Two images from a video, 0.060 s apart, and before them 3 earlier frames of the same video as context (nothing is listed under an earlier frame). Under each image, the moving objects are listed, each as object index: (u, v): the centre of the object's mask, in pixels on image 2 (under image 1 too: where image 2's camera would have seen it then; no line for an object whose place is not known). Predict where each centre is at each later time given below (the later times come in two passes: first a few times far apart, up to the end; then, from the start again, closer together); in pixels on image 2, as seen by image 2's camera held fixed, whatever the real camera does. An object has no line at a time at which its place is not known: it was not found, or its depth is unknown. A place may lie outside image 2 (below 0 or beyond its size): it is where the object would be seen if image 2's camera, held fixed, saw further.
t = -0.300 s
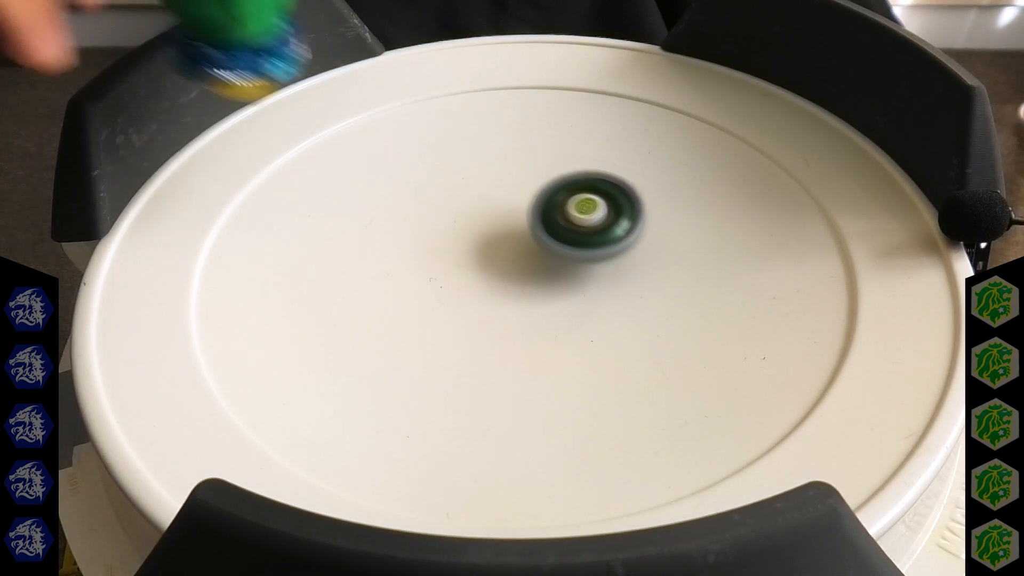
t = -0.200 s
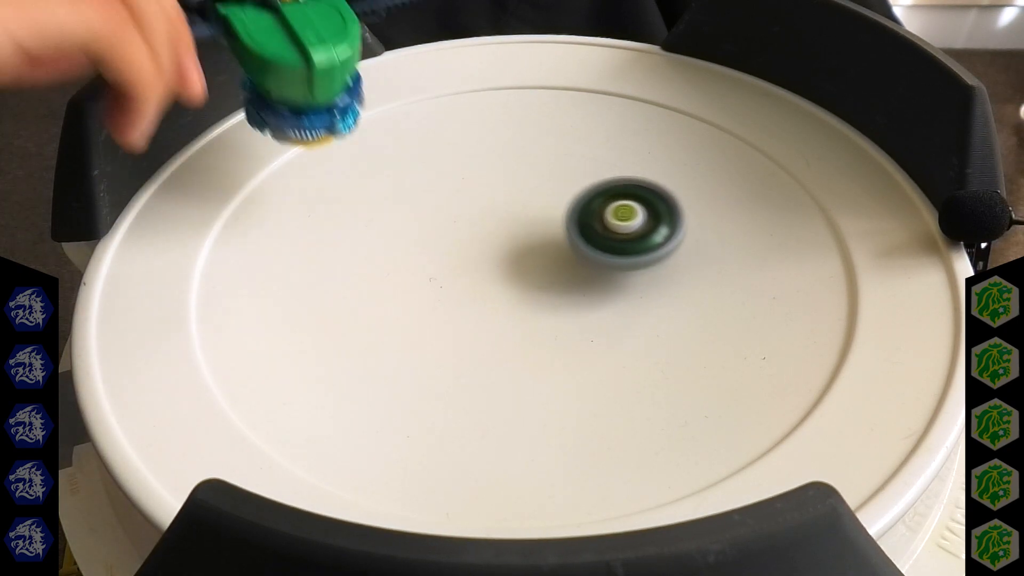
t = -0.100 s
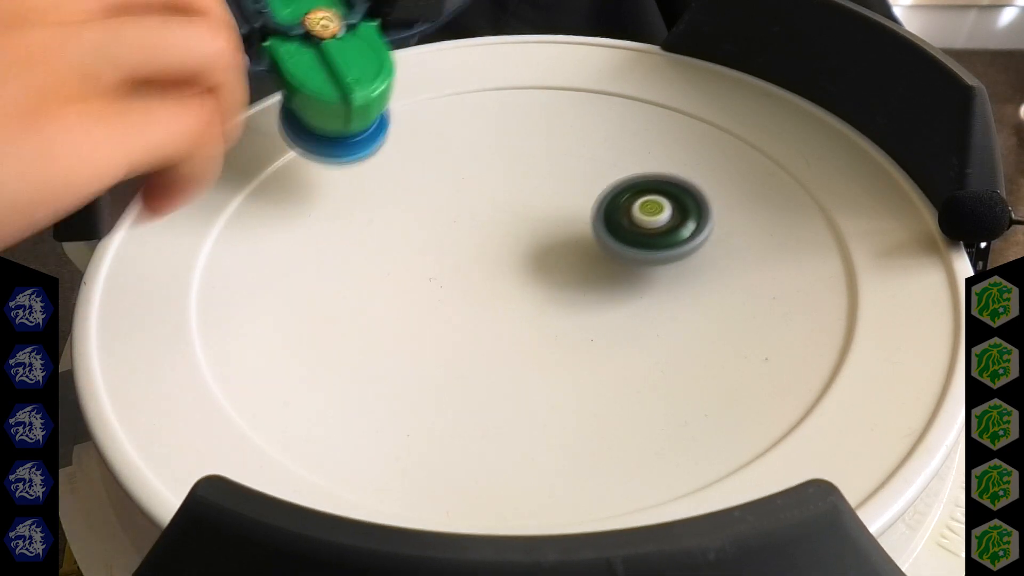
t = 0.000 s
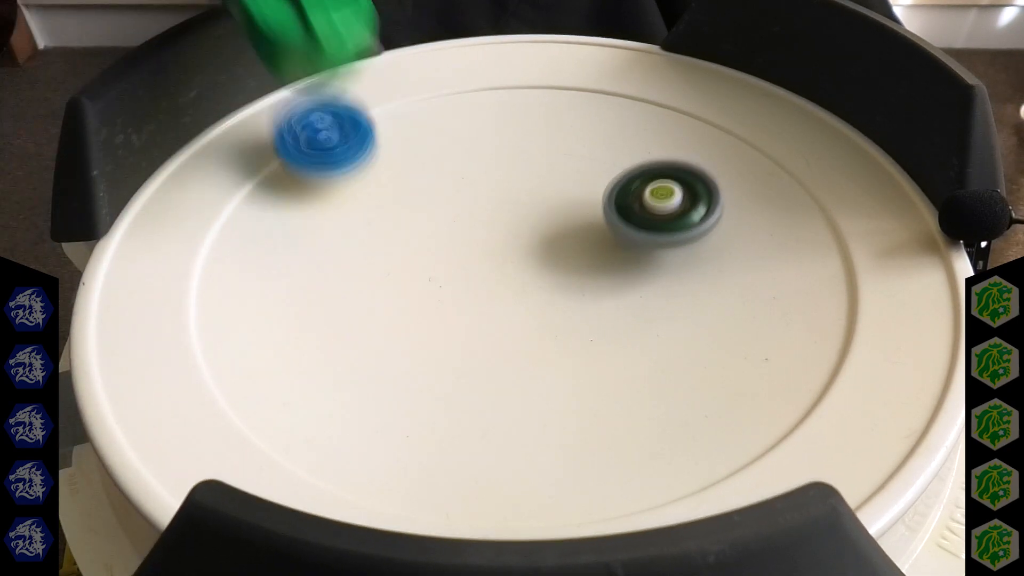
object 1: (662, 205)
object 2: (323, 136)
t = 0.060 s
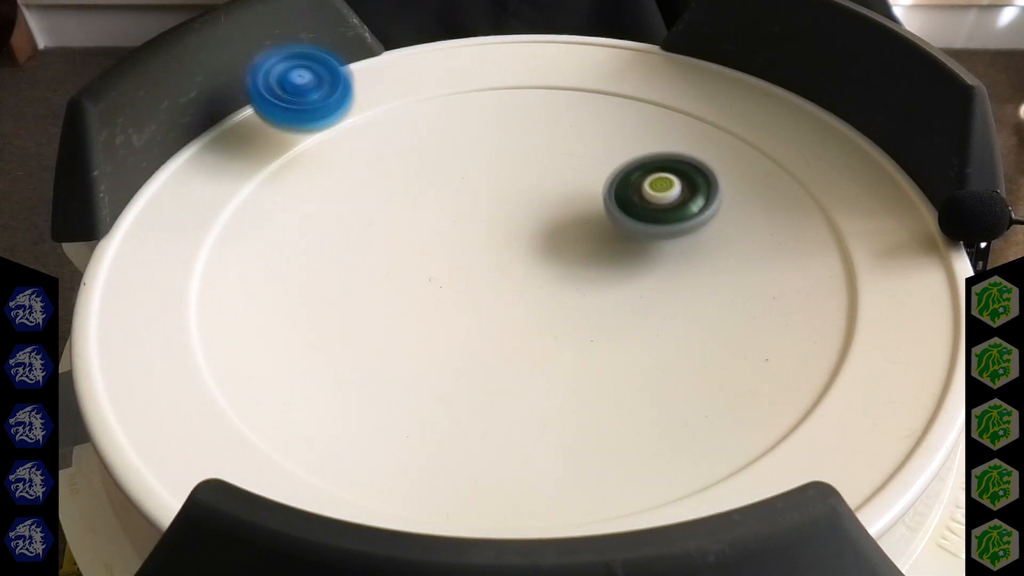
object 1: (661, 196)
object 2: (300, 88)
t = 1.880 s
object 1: (394, 291)
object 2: (683, 369)
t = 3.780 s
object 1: (465, 153)
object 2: (662, 235)
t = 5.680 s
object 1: (566, 224)
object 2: (764, 221)
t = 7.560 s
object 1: (422, 273)
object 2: (709, 164)
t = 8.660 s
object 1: (565, 206)
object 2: (719, 106)
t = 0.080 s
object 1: (659, 193)
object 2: (295, 87)
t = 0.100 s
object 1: (656, 190)
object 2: (292, 94)
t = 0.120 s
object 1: (653, 187)
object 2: (286, 96)
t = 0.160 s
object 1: (645, 183)
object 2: (275, 91)
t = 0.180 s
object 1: (640, 183)
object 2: (273, 94)
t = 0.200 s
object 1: (634, 183)
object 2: (281, 96)
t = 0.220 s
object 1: (627, 185)
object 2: (293, 109)
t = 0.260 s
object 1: (612, 191)
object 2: (329, 140)
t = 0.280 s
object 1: (603, 196)
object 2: (347, 152)
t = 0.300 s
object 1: (595, 200)
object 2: (366, 164)
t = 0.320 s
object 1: (588, 205)
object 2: (384, 177)
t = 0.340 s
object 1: (580, 211)
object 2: (402, 190)
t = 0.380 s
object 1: (567, 222)
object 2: (437, 218)
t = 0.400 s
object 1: (568, 227)
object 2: (444, 232)
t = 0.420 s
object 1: (583, 233)
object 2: (434, 245)
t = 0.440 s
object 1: (596, 239)
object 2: (421, 258)
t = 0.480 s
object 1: (618, 249)
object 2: (392, 284)
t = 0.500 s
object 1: (628, 253)
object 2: (377, 297)
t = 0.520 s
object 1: (636, 257)
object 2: (359, 308)
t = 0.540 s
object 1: (644, 259)
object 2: (341, 319)
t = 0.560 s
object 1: (650, 261)
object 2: (323, 329)
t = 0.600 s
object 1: (660, 262)
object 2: (285, 343)
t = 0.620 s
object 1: (664, 261)
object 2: (268, 348)
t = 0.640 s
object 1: (668, 260)
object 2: (251, 351)
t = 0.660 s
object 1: (672, 258)
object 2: (236, 353)
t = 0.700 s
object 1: (676, 254)
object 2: (228, 349)
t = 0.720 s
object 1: (678, 251)
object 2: (235, 345)
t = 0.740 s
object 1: (679, 248)
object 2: (244, 340)
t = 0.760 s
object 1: (678, 244)
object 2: (254, 335)
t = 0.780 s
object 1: (677, 241)
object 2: (265, 328)
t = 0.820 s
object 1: (672, 235)
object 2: (290, 314)
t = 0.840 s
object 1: (668, 233)
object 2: (303, 307)
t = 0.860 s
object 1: (662, 231)
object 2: (317, 299)
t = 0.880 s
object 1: (655, 230)
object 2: (331, 292)
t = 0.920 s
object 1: (637, 230)
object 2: (359, 278)
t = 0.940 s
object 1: (627, 231)
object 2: (373, 272)
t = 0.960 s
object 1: (615, 233)
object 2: (388, 266)
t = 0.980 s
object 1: (604, 236)
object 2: (401, 261)
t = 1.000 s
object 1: (593, 239)
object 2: (416, 256)
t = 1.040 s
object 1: (570, 247)
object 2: (444, 250)
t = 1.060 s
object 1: (599, 243)
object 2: (411, 243)
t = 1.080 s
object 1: (655, 242)
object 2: (345, 235)
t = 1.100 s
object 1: (716, 236)
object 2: (285, 224)
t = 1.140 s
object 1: (818, 221)
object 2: (197, 188)
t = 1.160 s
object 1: (855, 209)
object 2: (179, 166)
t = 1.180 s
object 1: (867, 191)
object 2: (164, 153)
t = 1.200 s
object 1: (876, 180)
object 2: (151, 149)
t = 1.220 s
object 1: (881, 178)
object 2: (150, 151)
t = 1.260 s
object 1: (883, 188)
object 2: (179, 182)
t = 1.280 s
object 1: (881, 175)
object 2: (197, 197)
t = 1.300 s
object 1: (876, 169)
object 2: (211, 192)
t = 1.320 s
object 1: (869, 170)
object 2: (227, 195)
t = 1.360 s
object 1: (853, 158)
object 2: (267, 228)
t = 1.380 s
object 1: (842, 154)
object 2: (288, 236)
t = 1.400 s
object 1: (831, 150)
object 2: (310, 237)
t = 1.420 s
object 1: (818, 145)
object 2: (333, 246)
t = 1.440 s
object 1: (806, 142)
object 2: (357, 258)
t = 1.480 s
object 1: (770, 142)
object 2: (407, 271)
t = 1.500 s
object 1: (752, 141)
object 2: (432, 276)
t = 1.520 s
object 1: (731, 140)
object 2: (457, 282)
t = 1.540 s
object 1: (710, 140)
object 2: (483, 289)
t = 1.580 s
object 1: (665, 145)
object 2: (531, 299)
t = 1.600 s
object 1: (644, 149)
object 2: (553, 305)
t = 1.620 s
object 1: (620, 154)
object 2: (575, 311)
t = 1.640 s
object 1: (599, 160)
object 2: (596, 316)
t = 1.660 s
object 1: (578, 168)
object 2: (615, 320)
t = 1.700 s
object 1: (536, 184)
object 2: (649, 330)
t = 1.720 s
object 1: (515, 193)
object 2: (662, 335)
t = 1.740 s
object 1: (496, 203)
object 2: (673, 340)
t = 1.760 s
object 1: (476, 214)
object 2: (683, 345)
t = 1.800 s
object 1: (443, 238)
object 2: (693, 354)
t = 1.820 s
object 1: (429, 250)
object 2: (694, 358)
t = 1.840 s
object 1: (416, 262)
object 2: (693, 362)
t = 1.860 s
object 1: (404, 276)
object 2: (689, 366)
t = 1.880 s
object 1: (394, 291)
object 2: (683, 369)
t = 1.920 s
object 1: (382, 321)
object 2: (664, 375)
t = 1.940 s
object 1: (379, 337)
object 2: (651, 378)
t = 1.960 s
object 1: (378, 354)
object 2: (637, 380)
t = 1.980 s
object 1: (380, 370)
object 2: (621, 380)
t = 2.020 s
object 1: (393, 398)
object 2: (587, 379)
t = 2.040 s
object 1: (406, 413)
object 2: (569, 378)
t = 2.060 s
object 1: (416, 426)
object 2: (556, 374)
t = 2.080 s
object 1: (363, 450)
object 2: (590, 354)
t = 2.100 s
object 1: (329, 448)
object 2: (629, 330)
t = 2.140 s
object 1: (292, 428)
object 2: (694, 280)
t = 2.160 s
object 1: (298, 416)
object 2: (721, 258)
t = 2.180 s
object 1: (305, 412)
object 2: (741, 237)
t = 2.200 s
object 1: (315, 407)
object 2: (762, 216)
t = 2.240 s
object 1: (340, 364)
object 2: (792, 172)
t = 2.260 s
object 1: (354, 356)
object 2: (801, 152)
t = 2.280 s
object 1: (368, 344)
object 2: (806, 139)
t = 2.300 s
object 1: (383, 327)
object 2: (802, 124)
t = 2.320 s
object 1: (396, 315)
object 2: (799, 113)
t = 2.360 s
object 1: (423, 285)
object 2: (762, 115)
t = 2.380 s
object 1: (434, 273)
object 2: (736, 123)
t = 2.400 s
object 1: (448, 257)
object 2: (708, 127)
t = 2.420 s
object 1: (460, 246)
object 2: (678, 137)
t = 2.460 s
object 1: (480, 224)
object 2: (615, 157)
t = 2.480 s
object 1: (490, 213)
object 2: (583, 168)
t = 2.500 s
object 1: (477, 206)
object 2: (572, 164)
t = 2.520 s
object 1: (454, 208)
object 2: (581, 145)
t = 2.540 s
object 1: (432, 214)
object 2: (586, 138)
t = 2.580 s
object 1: (388, 219)
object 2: (593, 144)
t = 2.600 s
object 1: (369, 222)
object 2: (596, 140)
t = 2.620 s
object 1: (349, 225)
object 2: (600, 135)
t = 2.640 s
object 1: (331, 227)
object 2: (602, 138)
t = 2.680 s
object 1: (296, 233)
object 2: (606, 138)
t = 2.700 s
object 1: (281, 237)
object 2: (607, 144)
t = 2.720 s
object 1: (265, 241)
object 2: (608, 144)
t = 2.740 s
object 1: (252, 245)
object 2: (608, 150)
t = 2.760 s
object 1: (241, 249)
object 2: (609, 160)
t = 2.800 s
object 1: (222, 260)
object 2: (607, 165)
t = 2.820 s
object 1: (216, 267)
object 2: (604, 180)
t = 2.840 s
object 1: (210, 274)
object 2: (602, 199)
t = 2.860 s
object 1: (207, 281)
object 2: (599, 207)
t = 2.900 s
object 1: (205, 294)
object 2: (591, 228)
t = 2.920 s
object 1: (205, 302)
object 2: (587, 240)
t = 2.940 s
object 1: (209, 308)
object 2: (583, 251)
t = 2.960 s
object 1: (213, 314)
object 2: (581, 257)
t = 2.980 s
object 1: (219, 320)
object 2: (577, 268)
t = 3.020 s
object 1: (236, 331)
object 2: (569, 287)
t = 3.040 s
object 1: (248, 336)
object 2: (566, 295)
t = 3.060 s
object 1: (262, 341)
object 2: (563, 301)
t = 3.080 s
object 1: (276, 346)
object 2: (562, 306)
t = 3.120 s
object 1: (310, 351)
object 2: (560, 312)
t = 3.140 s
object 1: (329, 352)
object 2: (560, 314)
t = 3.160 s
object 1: (349, 351)
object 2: (561, 314)
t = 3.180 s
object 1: (369, 349)
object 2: (563, 313)
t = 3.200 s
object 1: (389, 345)
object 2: (566, 311)
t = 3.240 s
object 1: (427, 334)
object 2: (573, 304)
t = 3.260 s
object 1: (446, 326)
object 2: (578, 299)
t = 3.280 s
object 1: (461, 317)
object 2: (582, 295)
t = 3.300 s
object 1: (470, 311)
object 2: (596, 283)
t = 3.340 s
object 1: (473, 296)
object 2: (636, 261)
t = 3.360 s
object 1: (476, 288)
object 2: (655, 250)
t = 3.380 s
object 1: (478, 279)
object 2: (676, 238)
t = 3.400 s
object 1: (481, 271)
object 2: (693, 229)
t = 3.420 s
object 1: (483, 263)
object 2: (712, 218)
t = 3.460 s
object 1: (486, 247)
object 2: (746, 201)
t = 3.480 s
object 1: (488, 239)
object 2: (762, 194)
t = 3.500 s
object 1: (489, 231)
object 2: (777, 188)
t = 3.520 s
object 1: (490, 223)
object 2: (792, 183)
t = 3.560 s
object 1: (490, 208)
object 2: (815, 175)
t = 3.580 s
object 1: (490, 201)
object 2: (809, 179)
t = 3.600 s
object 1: (489, 195)
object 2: (801, 185)
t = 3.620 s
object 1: (487, 188)
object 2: (790, 191)
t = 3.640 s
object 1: (486, 182)
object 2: (778, 197)
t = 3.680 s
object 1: (482, 172)
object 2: (750, 209)
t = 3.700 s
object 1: (479, 167)
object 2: (734, 215)
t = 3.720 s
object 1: (476, 163)
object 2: (718, 220)
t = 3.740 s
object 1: (472, 159)
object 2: (700, 226)
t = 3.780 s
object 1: (465, 153)
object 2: (662, 235)
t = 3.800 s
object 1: (461, 150)
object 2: (642, 239)
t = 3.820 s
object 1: (458, 147)
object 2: (622, 241)
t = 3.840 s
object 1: (454, 145)
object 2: (603, 243)
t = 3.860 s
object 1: (451, 143)
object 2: (584, 244)
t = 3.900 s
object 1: (444, 141)
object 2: (547, 242)
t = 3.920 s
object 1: (441, 140)
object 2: (530, 239)
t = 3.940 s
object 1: (439, 140)
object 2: (515, 235)
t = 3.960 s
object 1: (436, 139)
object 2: (502, 230)
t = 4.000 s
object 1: (432, 141)
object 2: (479, 217)
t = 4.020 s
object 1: (429, 137)
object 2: (473, 217)
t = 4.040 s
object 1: (423, 126)
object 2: (473, 227)
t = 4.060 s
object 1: (418, 116)
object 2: (475, 237)
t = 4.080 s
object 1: (413, 109)
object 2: (476, 245)
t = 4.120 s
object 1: (404, 99)
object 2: (480, 260)
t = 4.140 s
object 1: (399, 97)
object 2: (483, 266)
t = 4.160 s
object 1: (394, 96)
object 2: (486, 271)
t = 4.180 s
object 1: (390, 96)
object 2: (489, 275)
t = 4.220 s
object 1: (382, 98)
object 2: (494, 278)
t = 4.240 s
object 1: (379, 101)
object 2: (496, 278)
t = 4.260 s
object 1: (376, 105)
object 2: (498, 276)
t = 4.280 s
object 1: (374, 109)
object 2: (498, 272)
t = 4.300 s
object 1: (373, 114)
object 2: (498, 266)
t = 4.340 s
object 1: (373, 126)
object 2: (497, 251)
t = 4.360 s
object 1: (374, 132)
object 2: (496, 242)
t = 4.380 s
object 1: (377, 139)
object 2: (495, 231)
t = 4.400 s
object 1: (382, 145)
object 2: (494, 220)
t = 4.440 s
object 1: (395, 158)
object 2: (498, 195)
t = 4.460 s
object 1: (391, 158)
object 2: (519, 186)
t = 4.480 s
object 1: (386, 158)
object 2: (541, 178)
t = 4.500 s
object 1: (383, 159)
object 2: (564, 171)
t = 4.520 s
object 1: (383, 160)
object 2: (586, 164)
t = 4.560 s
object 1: (389, 167)
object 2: (629, 158)
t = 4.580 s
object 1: (395, 171)
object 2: (650, 158)
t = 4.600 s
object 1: (401, 175)
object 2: (671, 159)
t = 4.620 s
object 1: (410, 179)
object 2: (691, 163)
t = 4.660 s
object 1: (428, 188)
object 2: (724, 178)
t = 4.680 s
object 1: (438, 192)
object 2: (738, 189)
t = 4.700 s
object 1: (449, 196)
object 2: (747, 201)
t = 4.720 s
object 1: (460, 199)
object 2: (753, 215)
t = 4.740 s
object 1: (471, 202)
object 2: (753, 231)
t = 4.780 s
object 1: (494, 207)
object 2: (737, 267)
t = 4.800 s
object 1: (505, 209)
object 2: (722, 284)
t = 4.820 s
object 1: (516, 210)
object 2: (701, 300)
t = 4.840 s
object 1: (527, 211)
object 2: (677, 315)
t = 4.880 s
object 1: (547, 210)
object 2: (616, 337)
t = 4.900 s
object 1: (556, 209)
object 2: (581, 343)
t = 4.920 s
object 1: (565, 208)
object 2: (546, 345)
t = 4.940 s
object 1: (574, 205)
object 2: (512, 343)
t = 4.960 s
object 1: (581, 203)
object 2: (480, 338)
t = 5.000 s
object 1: (594, 198)
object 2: (422, 319)
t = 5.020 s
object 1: (600, 195)
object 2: (398, 306)
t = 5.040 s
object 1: (605, 193)
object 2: (378, 290)
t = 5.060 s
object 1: (609, 190)
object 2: (362, 274)
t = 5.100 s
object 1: (617, 184)
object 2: (340, 239)
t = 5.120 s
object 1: (620, 181)
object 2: (333, 220)
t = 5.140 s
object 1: (623, 179)
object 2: (330, 202)
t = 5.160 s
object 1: (625, 176)
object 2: (330, 183)
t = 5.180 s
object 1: (627, 174)
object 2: (334, 166)
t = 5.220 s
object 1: (630, 170)
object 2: (350, 132)
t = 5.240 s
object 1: (631, 168)
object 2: (362, 117)
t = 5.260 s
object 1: (631, 167)
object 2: (377, 102)
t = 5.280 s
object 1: (632, 166)
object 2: (394, 89)
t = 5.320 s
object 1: (633, 163)
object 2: (434, 66)
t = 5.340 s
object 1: (632, 162)
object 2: (458, 64)
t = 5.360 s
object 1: (632, 162)
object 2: (483, 63)
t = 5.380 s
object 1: (632, 161)
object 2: (508, 62)
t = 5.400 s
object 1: (631, 161)
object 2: (533, 62)
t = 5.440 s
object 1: (628, 162)
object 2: (581, 66)
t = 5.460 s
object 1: (626, 163)
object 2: (604, 70)
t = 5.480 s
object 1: (625, 164)
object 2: (628, 78)
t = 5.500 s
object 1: (622, 166)
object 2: (648, 87)
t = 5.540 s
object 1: (613, 174)
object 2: (689, 107)
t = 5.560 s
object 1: (605, 181)
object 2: (711, 117)
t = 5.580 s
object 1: (597, 188)
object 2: (727, 129)
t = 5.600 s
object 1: (589, 195)
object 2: (743, 144)
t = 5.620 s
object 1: (582, 202)
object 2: (754, 161)
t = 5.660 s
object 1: (570, 217)
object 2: (765, 200)
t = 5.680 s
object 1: (566, 224)
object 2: (764, 221)
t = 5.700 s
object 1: (562, 231)
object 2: (757, 243)
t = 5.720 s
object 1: (559, 238)
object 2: (745, 267)
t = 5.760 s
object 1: (556, 252)
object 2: (706, 311)
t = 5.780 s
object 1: (556, 258)
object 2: (680, 332)
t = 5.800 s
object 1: (556, 264)
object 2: (649, 351)
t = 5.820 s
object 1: (557, 270)
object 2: (613, 368)
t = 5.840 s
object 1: (559, 275)
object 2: (572, 380)
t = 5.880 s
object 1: (564, 287)
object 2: (488, 392)
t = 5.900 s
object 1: (567, 292)
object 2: (445, 391)
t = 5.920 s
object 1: (570, 296)
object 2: (403, 386)
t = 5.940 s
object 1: (573, 301)
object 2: (366, 377)
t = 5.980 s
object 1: (580, 309)
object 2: (300, 348)
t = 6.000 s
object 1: (583, 312)
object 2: (271, 330)
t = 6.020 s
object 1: (587, 316)
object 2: (250, 310)
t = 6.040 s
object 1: (590, 319)
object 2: (231, 290)
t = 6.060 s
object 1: (593, 322)
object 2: (218, 269)
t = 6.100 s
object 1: (598, 326)
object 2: (203, 228)
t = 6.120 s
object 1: (601, 328)
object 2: (208, 208)
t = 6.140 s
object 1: (603, 330)
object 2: (222, 193)
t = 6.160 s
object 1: (605, 332)
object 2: (236, 177)
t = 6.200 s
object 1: (608, 334)
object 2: (266, 144)
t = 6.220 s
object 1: (610, 334)
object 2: (282, 130)
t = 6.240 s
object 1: (611, 334)
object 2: (304, 118)
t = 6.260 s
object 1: (611, 334)
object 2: (326, 108)
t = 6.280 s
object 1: (611, 334)
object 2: (349, 99)
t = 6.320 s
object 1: (611, 333)
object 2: (394, 86)
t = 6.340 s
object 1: (610, 332)
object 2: (419, 83)
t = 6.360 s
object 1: (608, 331)
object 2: (444, 81)
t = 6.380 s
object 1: (606, 329)
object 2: (469, 81)
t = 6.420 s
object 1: (600, 327)
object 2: (521, 87)
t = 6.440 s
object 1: (596, 325)
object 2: (547, 93)
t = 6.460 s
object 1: (591, 324)
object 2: (571, 100)
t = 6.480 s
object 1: (585, 323)
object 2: (595, 110)
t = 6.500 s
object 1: (579, 322)
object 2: (618, 121)
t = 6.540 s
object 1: (565, 319)
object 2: (658, 148)
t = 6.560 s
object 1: (557, 318)
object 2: (676, 165)
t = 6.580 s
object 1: (550, 317)
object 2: (690, 182)
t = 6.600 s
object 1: (542, 316)
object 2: (701, 201)
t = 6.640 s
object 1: (526, 315)
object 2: (715, 244)
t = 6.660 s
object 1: (518, 314)
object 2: (715, 265)
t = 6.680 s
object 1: (510, 313)
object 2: (712, 288)
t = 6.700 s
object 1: (503, 313)
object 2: (705, 312)
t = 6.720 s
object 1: (495, 313)
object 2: (693, 337)
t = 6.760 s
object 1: (480, 312)
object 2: (653, 383)
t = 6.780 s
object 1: (474, 312)
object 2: (626, 403)
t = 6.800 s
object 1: (466, 312)
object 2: (592, 421)
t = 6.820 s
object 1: (460, 312)
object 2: (555, 435)
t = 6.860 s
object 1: (447, 313)
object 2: (470, 453)
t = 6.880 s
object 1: (441, 313)
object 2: (425, 455)
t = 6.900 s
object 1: (435, 313)
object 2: (380, 452)
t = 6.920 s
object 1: (430, 314)
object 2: (340, 443)
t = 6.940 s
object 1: (424, 314)
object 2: (314, 426)
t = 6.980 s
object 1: (416, 316)
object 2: (265, 390)
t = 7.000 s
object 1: (412, 316)
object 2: (243, 371)
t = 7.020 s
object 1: (409, 317)
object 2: (226, 353)
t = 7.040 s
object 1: (406, 317)
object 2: (213, 333)
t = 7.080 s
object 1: (402, 318)
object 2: (200, 295)
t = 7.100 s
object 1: (400, 318)
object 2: (199, 275)
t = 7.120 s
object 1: (398, 318)
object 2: (203, 257)
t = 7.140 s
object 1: (397, 318)
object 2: (211, 238)
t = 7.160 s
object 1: (396, 318)
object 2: (221, 221)
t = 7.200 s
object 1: (395, 317)
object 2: (250, 189)
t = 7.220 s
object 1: (395, 316)
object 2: (270, 175)
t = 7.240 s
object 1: (395, 315)
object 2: (289, 163)
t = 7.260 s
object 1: (395, 314)
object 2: (312, 151)
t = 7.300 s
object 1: (397, 311)
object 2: (362, 134)
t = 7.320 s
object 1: (397, 310)
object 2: (387, 128)
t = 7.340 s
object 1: (398, 308)
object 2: (414, 122)
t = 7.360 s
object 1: (399, 306)
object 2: (442, 119)
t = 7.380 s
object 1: (401, 304)
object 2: (469, 117)
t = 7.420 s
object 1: (405, 298)
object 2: (525, 117)
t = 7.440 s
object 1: (407, 295)
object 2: (553, 119)
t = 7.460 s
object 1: (410, 291)
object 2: (582, 122)
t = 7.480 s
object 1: (412, 288)
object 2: (607, 128)
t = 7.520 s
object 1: (416, 281)
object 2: (660, 141)
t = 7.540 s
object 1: (419, 277)
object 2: (685, 151)
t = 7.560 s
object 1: (422, 273)
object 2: (709, 164)
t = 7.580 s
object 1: (425, 269)
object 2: (731, 176)
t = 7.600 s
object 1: (427, 265)
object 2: (751, 190)
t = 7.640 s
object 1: (433, 256)
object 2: (782, 223)
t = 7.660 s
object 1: (435, 251)
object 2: (794, 242)
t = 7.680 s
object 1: (437, 248)
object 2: (802, 262)
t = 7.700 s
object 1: (439, 243)
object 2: (807, 283)
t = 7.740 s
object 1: (444, 235)
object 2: (804, 328)
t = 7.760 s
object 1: (446, 231)
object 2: (796, 350)
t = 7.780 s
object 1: (448, 227)
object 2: (783, 373)
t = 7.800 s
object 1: (450, 223)
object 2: (765, 396)
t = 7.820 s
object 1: (451, 219)
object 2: (742, 417)
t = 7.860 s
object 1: (453, 211)
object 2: (679, 445)
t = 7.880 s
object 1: (453, 208)
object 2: (641, 456)
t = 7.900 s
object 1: (454, 204)
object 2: (601, 465)
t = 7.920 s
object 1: (454, 201)
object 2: (559, 469)
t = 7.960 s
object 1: (455, 195)
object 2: (475, 467)
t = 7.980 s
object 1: (455, 193)
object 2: (436, 460)
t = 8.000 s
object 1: (455, 190)
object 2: (398, 448)
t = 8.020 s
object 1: (455, 188)
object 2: (363, 433)
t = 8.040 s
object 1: (455, 186)
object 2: (334, 416)
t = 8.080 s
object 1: (455, 182)
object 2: (290, 375)
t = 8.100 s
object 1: (455, 180)
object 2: (277, 353)
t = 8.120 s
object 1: (456, 179)
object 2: (267, 330)
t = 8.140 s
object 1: (456, 177)
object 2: (261, 307)
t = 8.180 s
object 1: (456, 176)
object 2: (263, 263)
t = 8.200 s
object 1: (456, 175)
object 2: (268, 242)
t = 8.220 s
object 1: (457, 174)
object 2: (277, 222)
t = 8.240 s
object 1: (457, 173)
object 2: (288, 203)
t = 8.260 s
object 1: (457, 173)
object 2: (302, 184)
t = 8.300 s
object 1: (457, 173)
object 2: (335, 154)
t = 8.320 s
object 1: (458, 172)
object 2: (354, 141)
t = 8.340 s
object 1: (460, 173)
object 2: (375, 127)
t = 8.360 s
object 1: (466, 177)
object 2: (389, 112)
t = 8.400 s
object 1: (480, 185)
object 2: (424, 86)
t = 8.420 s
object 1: (487, 190)
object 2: (444, 75)
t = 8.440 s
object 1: (494, 193)
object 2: (466, 66)
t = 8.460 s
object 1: (500, 197)
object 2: (490, 58)
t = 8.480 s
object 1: (507, 200)
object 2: (515, 56)
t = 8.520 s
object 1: (521, 204)
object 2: (564, 61)
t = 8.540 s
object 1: (527, 206)
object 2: (589, 63)
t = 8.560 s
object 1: (534, 207)
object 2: (614, 64)
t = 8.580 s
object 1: (540, 208)
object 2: (636, 71)
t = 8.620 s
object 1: (553, 208)
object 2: (680, 87)
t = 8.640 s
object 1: (559, 207)
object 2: (700, 96)
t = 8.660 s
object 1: (565, 206)
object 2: (719, 106)
